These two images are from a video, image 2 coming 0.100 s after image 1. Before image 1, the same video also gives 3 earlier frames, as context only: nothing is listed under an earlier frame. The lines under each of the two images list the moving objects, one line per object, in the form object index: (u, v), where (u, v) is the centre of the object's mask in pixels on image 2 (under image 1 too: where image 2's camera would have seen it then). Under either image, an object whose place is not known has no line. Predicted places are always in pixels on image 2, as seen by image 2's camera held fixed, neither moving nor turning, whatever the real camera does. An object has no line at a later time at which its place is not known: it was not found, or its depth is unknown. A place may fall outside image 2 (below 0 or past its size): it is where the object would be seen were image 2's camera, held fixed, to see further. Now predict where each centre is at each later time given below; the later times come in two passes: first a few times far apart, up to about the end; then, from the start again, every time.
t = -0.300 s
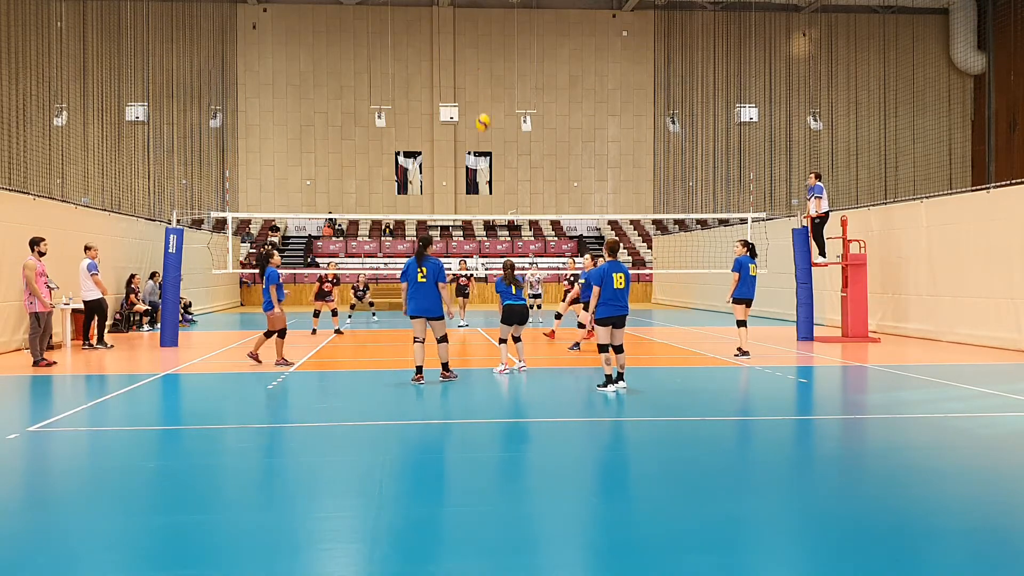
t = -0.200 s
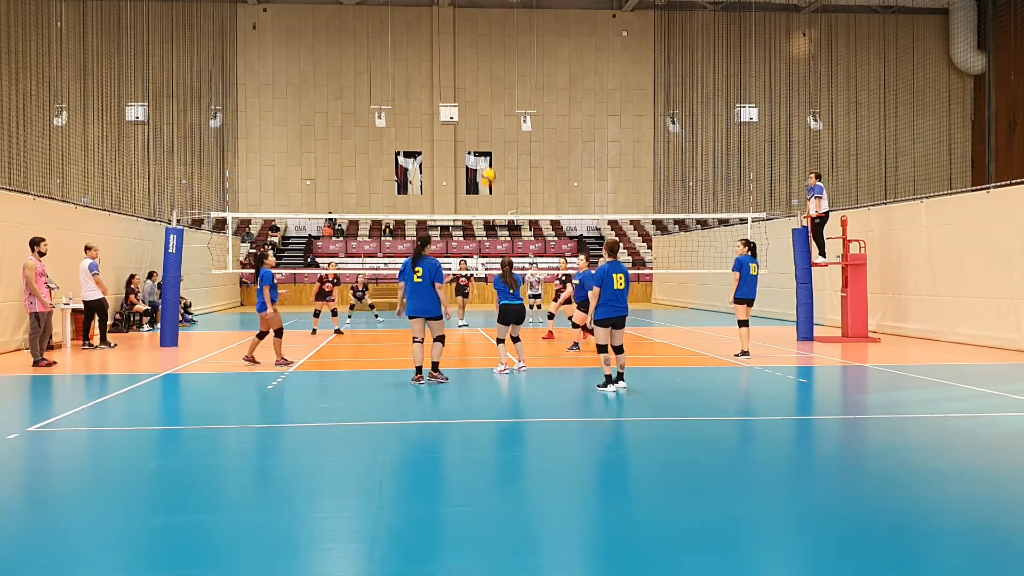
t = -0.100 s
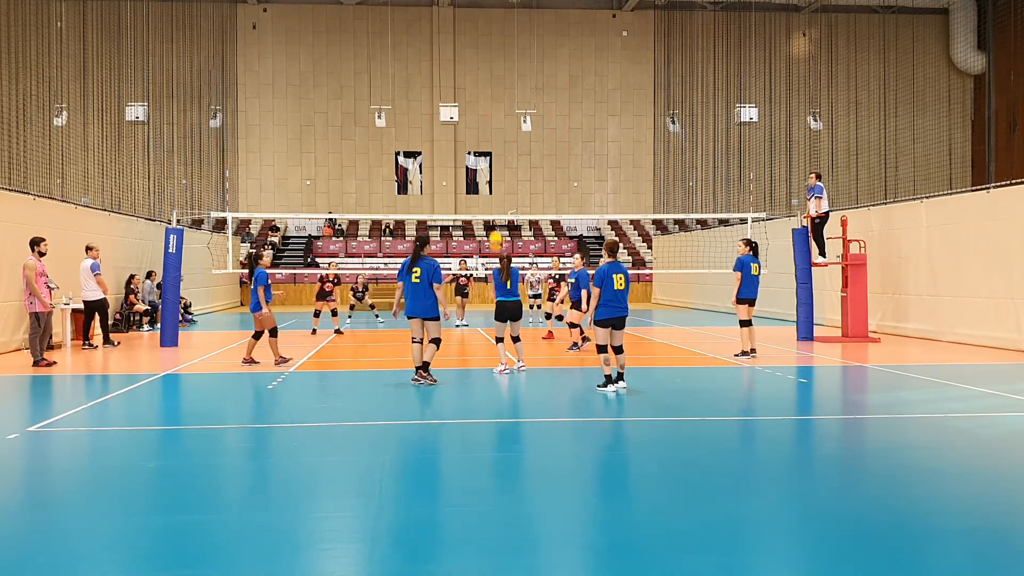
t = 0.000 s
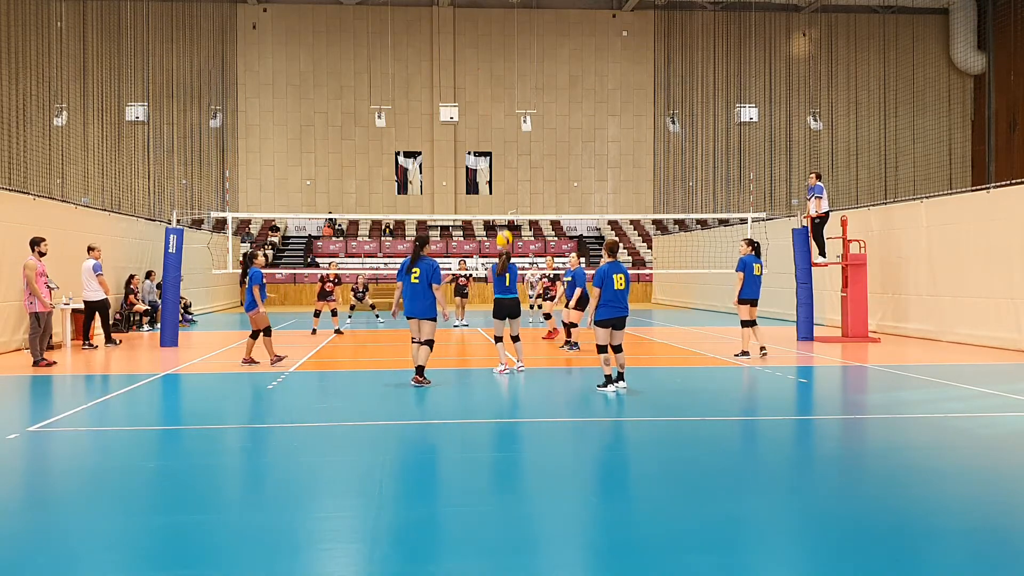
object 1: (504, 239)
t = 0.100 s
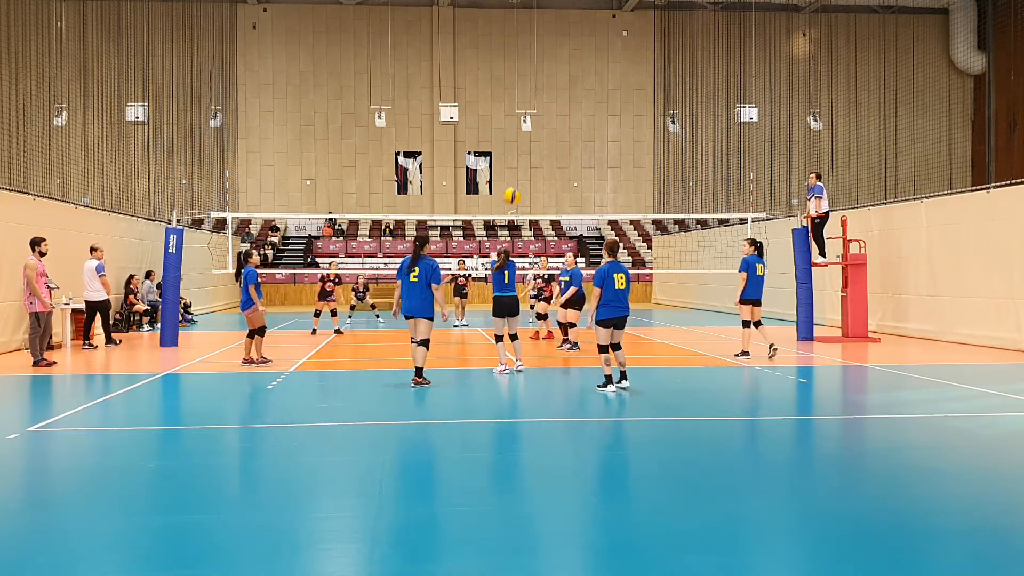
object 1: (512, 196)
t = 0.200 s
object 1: (519, 161)
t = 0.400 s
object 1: (533, 116)
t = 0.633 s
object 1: (550, 103)
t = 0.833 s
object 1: (564, 123)
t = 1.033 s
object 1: (576, 168)
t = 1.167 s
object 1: (583, 212)
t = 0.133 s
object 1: (514, 183)
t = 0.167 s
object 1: (516, 171)
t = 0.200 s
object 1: (519, 161)
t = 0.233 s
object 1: (522, 151)
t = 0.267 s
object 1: (524, 142)
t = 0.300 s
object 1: (526, 135)
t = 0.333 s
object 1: (529, 127)
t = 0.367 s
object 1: (532, 121)
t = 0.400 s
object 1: (533, 116)
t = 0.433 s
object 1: (536, 111)
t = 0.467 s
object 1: (538, 108)
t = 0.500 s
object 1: (541, 105)
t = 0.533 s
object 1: (543, 103)
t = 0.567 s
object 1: (546, 102)
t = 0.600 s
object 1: (548, 102)
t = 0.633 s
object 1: (550, 103)
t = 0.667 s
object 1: (552, 104)
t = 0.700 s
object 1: (555, 106)
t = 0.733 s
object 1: (557, 109)
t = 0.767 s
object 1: (559, 112)
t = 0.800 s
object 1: (562, 117)
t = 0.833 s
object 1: (564, 123)
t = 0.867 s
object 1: (566, 129)
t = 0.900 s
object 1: (568, 135)
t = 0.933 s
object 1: (570, 143)
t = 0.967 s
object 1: (572, 150)
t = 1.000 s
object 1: (574, 160)
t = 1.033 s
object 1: (576, 168)
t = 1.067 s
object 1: (578, 178)
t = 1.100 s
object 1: (580, 188)
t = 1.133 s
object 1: (581, 200)
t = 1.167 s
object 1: (583, 212)
